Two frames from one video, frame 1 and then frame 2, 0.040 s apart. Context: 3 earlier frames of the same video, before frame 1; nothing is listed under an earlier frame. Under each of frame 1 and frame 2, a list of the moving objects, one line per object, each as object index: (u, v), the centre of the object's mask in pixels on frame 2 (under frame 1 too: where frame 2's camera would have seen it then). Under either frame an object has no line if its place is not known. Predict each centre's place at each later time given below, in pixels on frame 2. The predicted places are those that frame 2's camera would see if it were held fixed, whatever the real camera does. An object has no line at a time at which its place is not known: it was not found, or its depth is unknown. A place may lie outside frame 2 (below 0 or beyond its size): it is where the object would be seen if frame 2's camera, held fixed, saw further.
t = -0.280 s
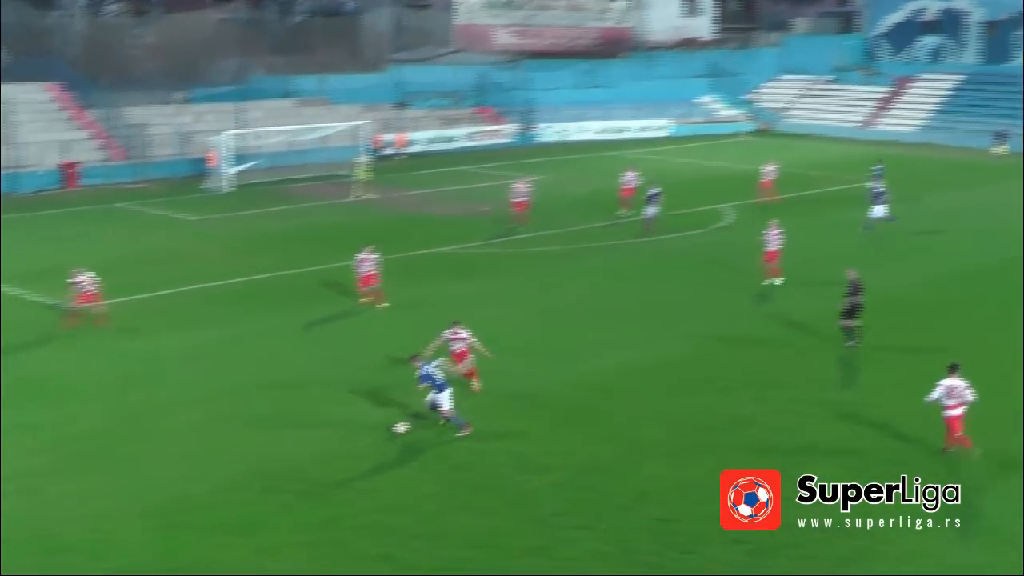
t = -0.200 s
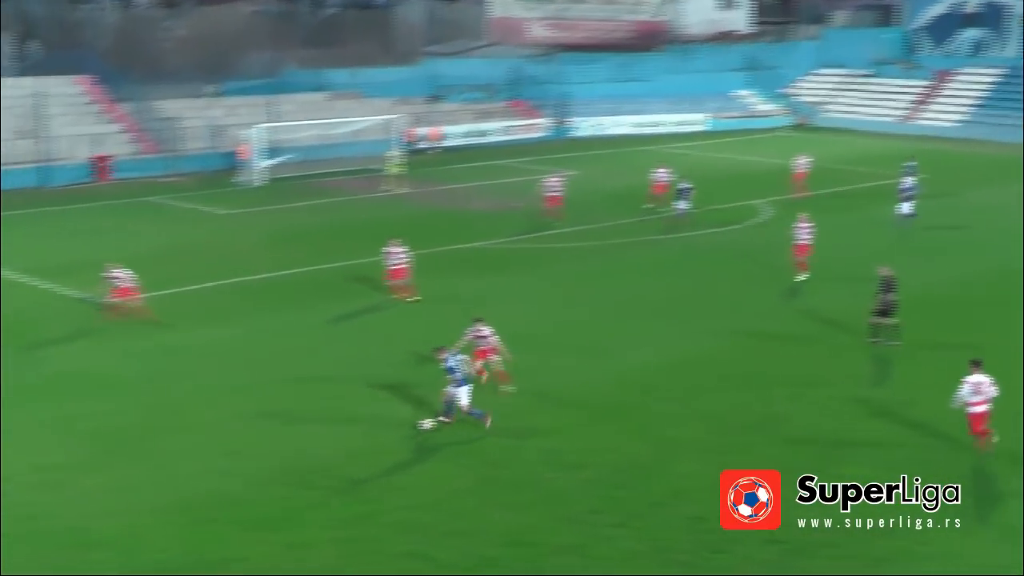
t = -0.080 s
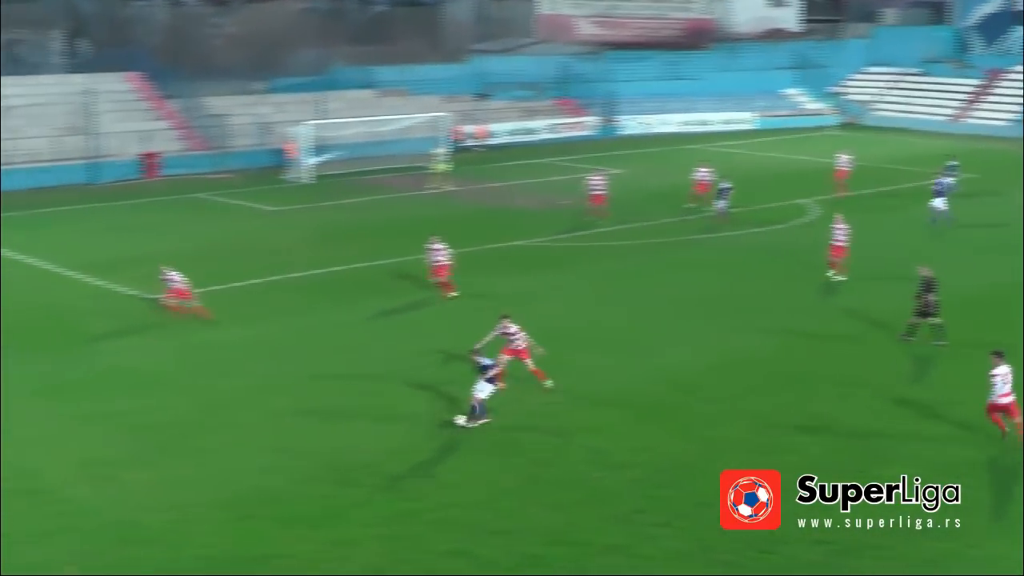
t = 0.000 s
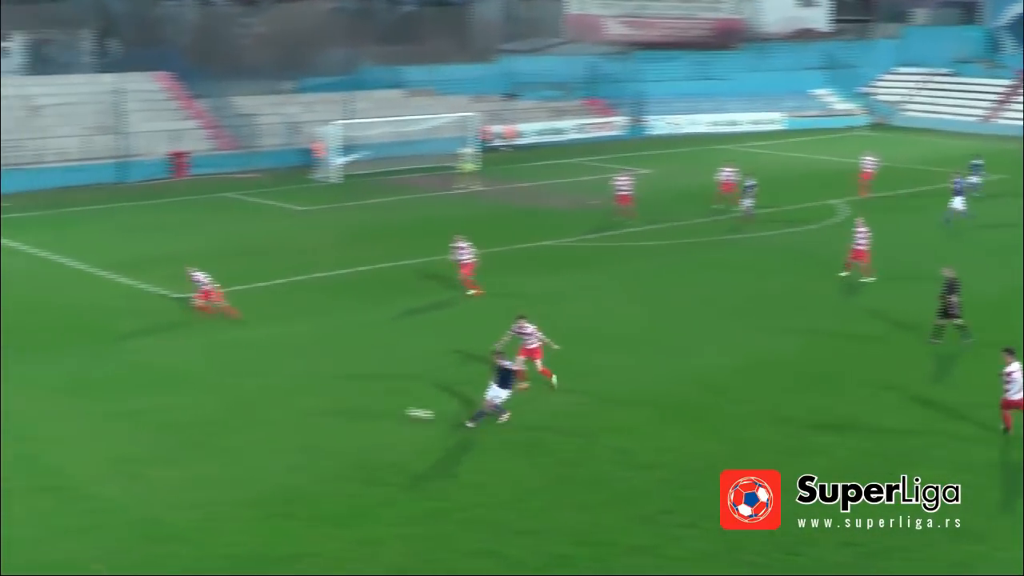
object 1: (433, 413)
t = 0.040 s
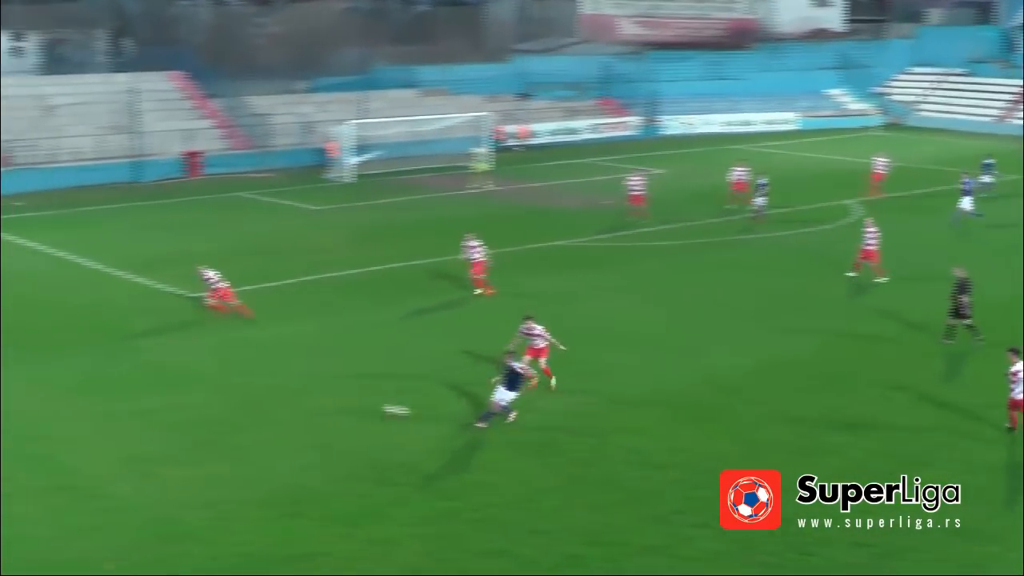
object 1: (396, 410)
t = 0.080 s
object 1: (360, 408)
